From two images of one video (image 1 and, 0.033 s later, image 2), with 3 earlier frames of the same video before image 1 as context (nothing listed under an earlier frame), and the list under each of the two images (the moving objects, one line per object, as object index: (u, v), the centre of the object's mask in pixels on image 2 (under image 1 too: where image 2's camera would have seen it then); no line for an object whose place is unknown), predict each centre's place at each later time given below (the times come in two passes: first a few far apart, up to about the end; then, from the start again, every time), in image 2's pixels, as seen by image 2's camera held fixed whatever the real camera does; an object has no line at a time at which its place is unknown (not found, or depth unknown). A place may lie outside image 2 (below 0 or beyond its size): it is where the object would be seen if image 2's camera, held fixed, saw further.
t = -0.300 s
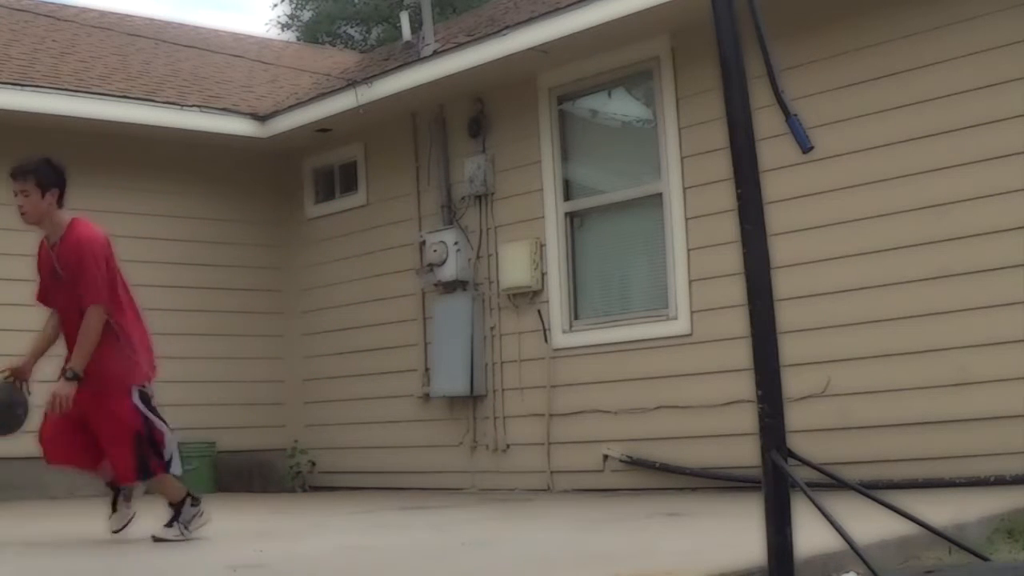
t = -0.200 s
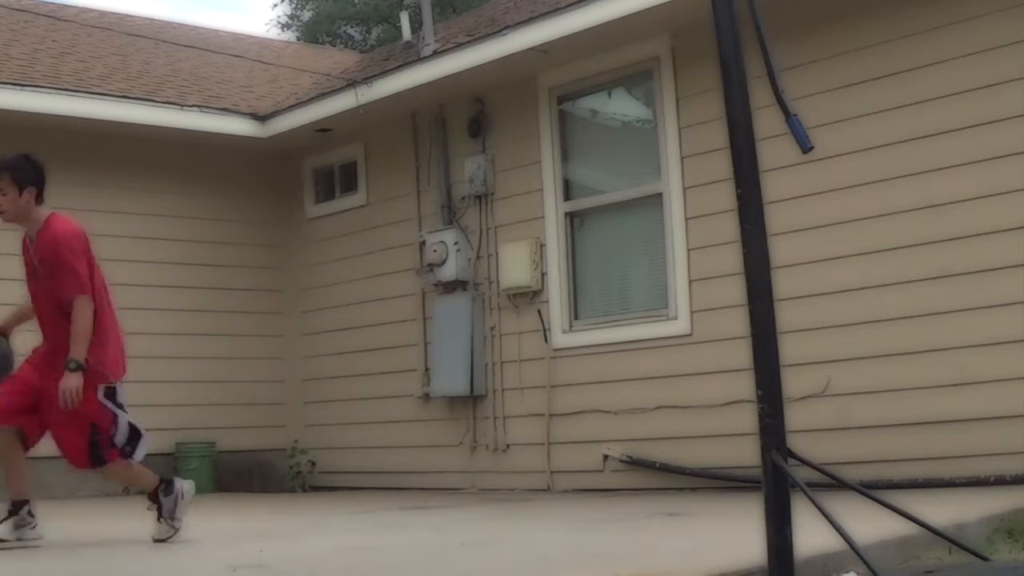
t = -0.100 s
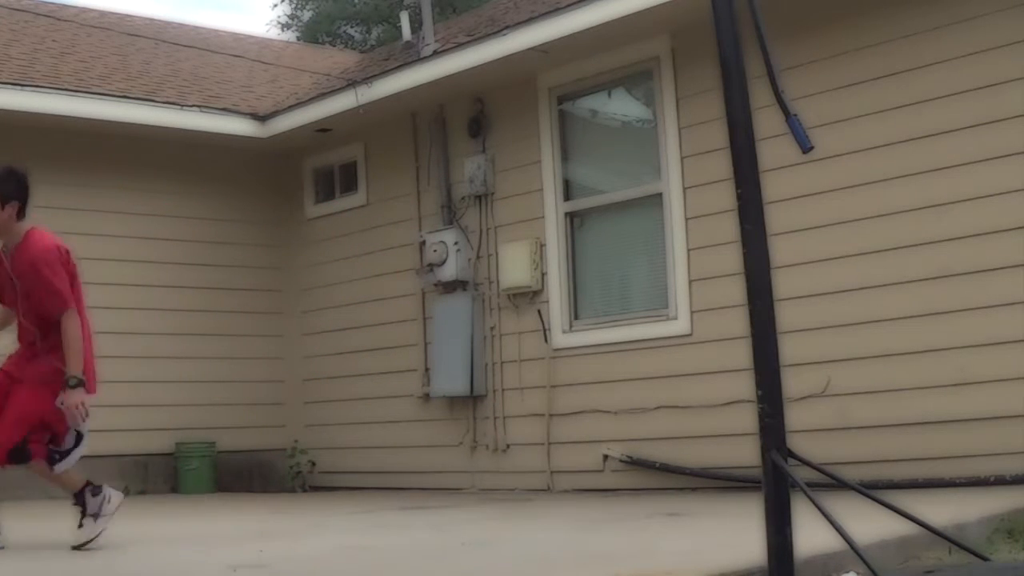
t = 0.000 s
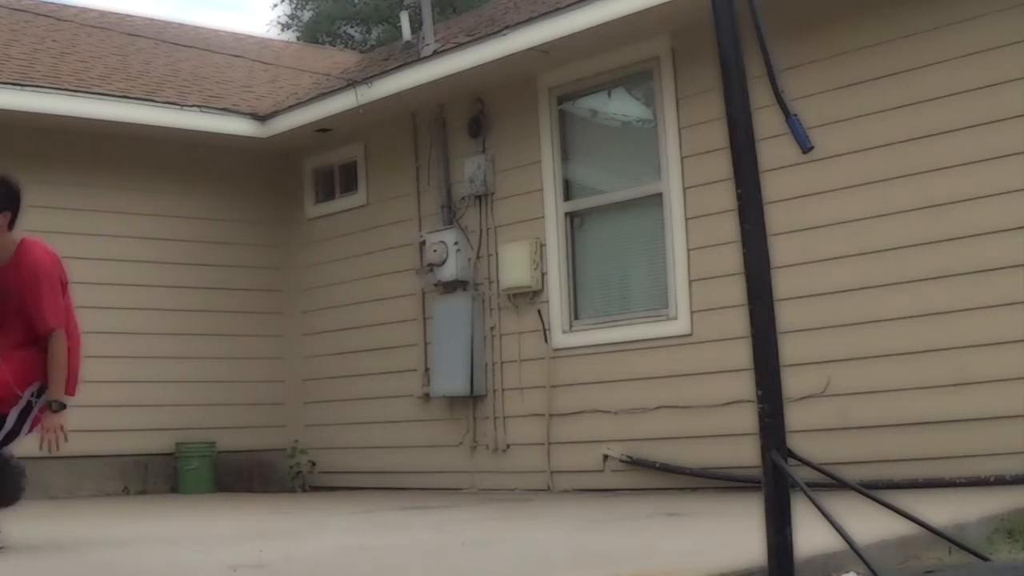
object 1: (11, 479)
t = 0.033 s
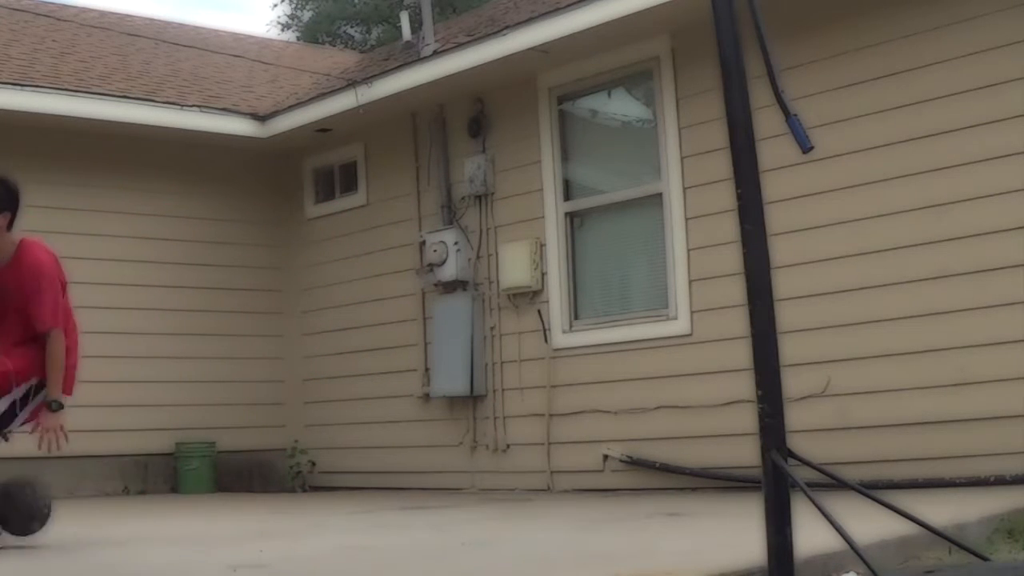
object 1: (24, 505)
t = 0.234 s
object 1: (207, 492)
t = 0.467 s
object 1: (408, 486)
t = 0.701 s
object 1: (589, 477)
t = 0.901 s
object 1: (727, 474)
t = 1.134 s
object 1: (868, 466)
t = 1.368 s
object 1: (891, 379)
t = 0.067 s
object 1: (52, 517)
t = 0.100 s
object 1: (85, 512)
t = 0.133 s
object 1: (116, 501)
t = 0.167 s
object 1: (147, 496)
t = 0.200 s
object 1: (177, 493)
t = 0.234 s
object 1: (207, 492)
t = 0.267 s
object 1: (238, 495)
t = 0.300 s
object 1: (267, 499)
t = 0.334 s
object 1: (297, 507)
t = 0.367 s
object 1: (325, 500)
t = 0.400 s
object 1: (353, 492)
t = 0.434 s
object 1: (381, 488)
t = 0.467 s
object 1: (408, 486)
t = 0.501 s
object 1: (436, 487)
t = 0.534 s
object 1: (462, 490)
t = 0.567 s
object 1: (489, 497)
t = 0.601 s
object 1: (514, 492)
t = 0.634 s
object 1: (539, 484)
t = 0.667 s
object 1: (565, 479)
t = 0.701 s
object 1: (589, 477)
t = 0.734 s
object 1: (612, 478)
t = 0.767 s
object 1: (636, 481)
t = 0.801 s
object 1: (659, 486)
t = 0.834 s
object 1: (682, 482)
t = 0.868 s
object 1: (704, 477)
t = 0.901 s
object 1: (727, 474)
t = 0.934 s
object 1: (743, 475)
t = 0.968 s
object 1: (754, 477)
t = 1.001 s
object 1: (799, 475)
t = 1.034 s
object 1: (815, 464)
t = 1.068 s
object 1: (830, 465)
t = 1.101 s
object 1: (850, 461)
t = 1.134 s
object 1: (868, 466)
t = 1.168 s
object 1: (876, 449)
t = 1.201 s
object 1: (879, 432)
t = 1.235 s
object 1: (881, 417)
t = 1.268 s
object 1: (883, 404)
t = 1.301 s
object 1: (885, 394)
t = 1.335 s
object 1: (888, 385)
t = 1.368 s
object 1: (891, 379)
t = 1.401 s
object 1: (893, 376)
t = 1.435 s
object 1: (896, 374)
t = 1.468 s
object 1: (899, 374)
